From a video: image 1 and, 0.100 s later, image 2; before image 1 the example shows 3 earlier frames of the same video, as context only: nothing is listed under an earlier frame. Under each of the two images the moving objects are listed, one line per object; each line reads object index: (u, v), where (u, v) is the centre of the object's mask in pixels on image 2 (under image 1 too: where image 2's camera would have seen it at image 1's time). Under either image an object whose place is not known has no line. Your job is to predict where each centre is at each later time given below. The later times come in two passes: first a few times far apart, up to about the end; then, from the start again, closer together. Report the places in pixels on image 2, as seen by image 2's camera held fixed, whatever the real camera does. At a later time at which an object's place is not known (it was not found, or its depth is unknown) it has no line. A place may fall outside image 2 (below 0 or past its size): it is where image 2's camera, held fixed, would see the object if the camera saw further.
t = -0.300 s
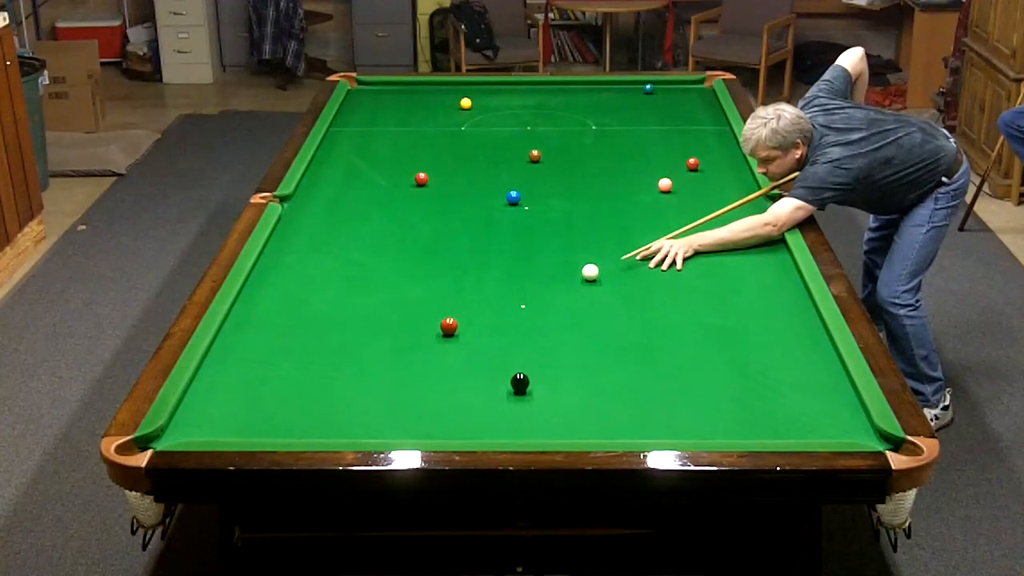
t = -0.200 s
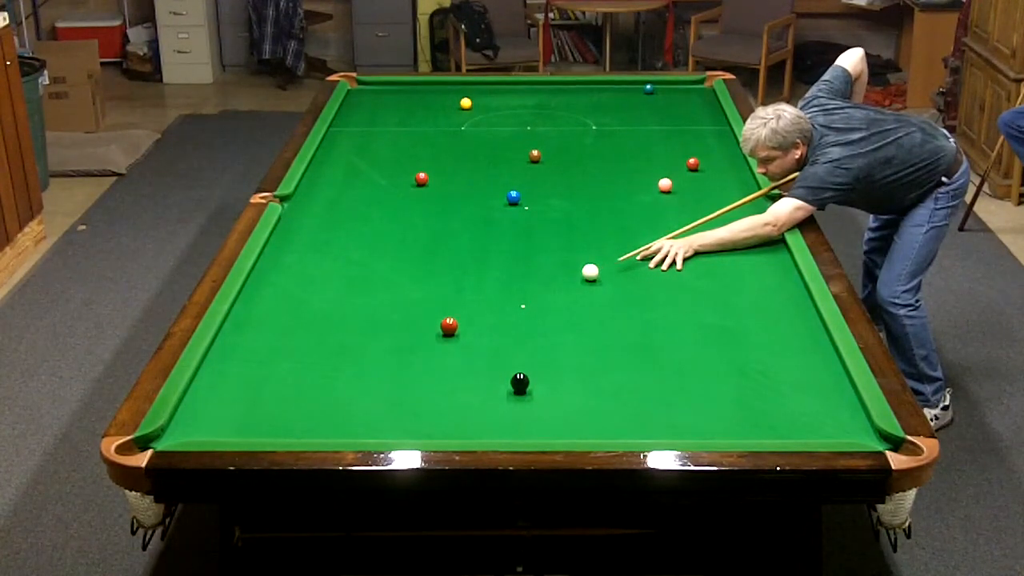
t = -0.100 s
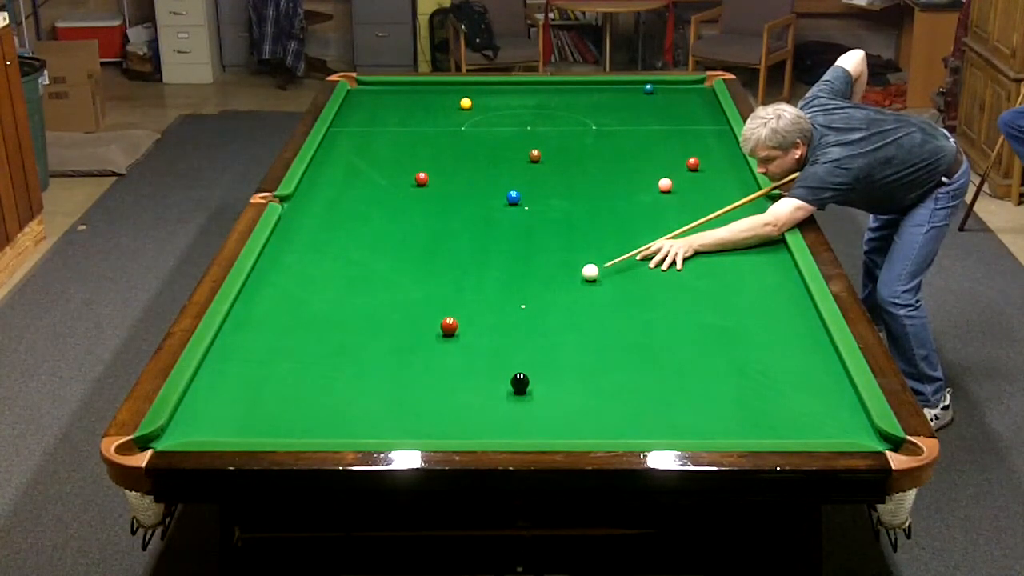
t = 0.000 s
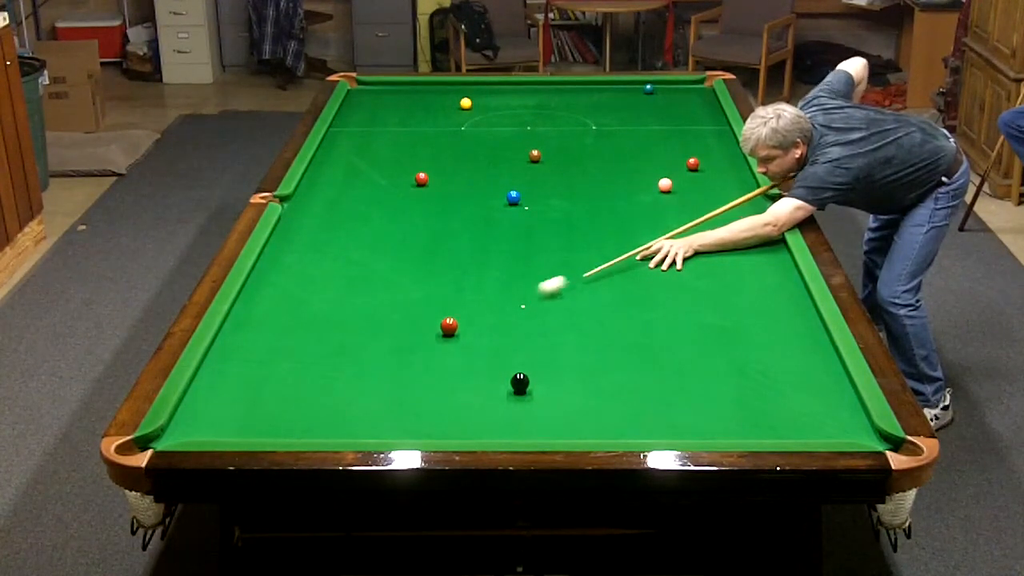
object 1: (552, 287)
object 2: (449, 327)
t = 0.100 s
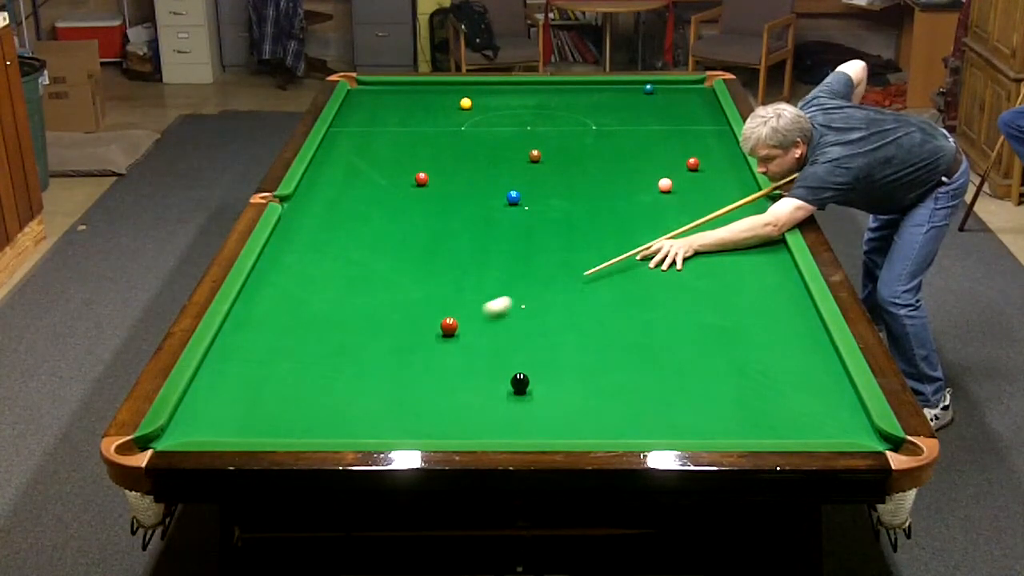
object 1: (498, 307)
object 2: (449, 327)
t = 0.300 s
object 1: (456, 321)
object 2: (388, 351)
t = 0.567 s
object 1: (445, 321)
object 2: (283, 394)
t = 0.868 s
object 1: (435, 322)
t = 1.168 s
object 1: (428, 323)
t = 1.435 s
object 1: (424, 322)
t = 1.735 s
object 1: (423, 323)
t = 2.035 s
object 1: (424, 323)
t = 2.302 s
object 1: (424, 322)
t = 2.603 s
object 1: (424, 322)
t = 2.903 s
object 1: (424, 322)
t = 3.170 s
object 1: (424, 322)
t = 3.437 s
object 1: (421, 324)
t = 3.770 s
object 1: (424, 323)
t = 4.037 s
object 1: (424, 323)
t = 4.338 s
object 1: (424, 323)
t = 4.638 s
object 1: (424, 323)
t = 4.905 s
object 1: (424, 323)
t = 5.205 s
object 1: (424, 323)
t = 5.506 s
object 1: (424, 323)
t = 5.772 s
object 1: (424, 322)
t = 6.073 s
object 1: (424, 322)
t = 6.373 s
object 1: (424, 322)
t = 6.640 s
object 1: (424, 322)
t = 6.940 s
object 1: (424, 322)
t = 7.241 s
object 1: (424, 322)
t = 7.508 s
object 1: (424, 322)
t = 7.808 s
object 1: (424, 322)
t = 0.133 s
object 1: (480, 313)
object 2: (449, 326)
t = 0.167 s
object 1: (465, 319)
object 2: (448, 326)
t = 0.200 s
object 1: (461, 320)
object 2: (433, 331)
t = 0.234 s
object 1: (459, 320)
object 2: (418, 338)
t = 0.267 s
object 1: (458, 321)
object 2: (403, 345)
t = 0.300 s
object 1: (456, 321)
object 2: (388, 351)
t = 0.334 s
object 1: (455, 321)
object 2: (373, 357)
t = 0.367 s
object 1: (453, 321)
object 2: (360, 362)
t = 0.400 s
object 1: (452, 321)
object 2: (347, 368)
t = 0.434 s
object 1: (450, 321)
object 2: (334, 373)
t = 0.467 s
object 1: (449, 321)
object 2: (321, 379)
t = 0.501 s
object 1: (447, 321)
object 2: (309, 384)
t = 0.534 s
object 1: (446, 321)
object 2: (296, 389)
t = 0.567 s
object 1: (445, 321)
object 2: (283, 394)
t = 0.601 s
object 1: (444, 321)
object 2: (270, 400)
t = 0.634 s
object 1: (442, 322)
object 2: (257, 405)
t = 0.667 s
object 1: (441, 322)
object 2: (243, 411)
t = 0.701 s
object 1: (440, 322)
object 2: (229, 417)
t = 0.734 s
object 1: (439, 322)
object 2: (216, 422)
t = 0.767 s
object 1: (438, 322)
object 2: (202, 428)
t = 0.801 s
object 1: (437, 322)
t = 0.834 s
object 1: (436, 322)
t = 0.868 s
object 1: (435, 322)
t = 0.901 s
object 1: (434, 322)
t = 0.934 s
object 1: (433, 322)
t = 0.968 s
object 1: (432, 322)
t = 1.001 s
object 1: (431, 322)
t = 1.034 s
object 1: (430, 322)
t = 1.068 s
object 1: (430, 322)
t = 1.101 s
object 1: (429, 322)
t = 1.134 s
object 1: (428, 322)
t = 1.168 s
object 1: (428, 323)
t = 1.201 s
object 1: (427, 322)
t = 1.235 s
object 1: (426, 322)
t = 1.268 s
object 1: (426, 323)
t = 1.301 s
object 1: (425, 323)
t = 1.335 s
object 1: (425, 323)
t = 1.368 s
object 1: (425, 323)
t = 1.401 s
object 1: (424, 322)
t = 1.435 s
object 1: (424, 322)
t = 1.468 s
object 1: (424, 323)
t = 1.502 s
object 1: (424, 323)
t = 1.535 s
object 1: (424, 323)
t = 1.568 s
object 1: (423, 323)
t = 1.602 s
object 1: (423, 323)
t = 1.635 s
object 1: (423, 323)
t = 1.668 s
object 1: (423, 323)
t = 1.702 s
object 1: (423, 323)
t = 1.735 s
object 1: (423, 323)
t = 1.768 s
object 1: (423, 323)
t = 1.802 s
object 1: (424, 322)
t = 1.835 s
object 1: (424, 323)
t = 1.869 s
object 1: (424, 323)
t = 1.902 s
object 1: (424, 323)
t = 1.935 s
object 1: (424, 323)
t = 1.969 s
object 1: (424, 323)
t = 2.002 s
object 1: (424, 323)
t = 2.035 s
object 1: (424, 323)
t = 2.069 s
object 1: (424, 323)
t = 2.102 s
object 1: (424, 322)
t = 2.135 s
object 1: (424, 322)
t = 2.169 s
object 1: (424, 322)
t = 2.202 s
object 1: (424, 322)
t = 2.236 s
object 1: (424, 322)
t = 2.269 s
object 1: (424, 322)
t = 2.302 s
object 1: (424, 322)
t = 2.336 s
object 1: (424, 322)
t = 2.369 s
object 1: (424, 322)
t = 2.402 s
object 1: (424, 322)
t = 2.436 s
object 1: (424, 322)
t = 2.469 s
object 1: (424, 322)
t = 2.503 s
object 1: (424, 322)
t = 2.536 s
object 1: (424, 322)
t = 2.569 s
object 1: (424, 322)
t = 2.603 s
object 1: (424, 322)
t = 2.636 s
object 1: (424, 322)
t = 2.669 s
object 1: (424, 322)
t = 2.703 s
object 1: (424, 322)
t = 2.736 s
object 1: (424, 322)
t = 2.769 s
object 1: (424, 322)
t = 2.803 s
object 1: (424, 322)
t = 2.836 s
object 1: (424, 322)
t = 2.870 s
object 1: (424, 322)
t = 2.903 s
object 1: (424, 322)
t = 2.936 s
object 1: (424, 322)
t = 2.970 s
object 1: (424, 322)
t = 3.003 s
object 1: (424, 322)
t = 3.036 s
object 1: (424, 322)
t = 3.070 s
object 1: (424, 322)
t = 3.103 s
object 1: (424, 323)
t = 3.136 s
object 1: (424, 322)
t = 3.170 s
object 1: (424, 322)
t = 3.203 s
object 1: (424, 323)
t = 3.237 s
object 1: (424, 323)
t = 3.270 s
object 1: (424, 322)
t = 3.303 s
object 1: (424, 323)
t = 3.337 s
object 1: (424, 323)
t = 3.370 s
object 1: (424, 322)
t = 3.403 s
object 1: (424, 323)
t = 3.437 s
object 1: (421, 324)
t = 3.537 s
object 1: (424, 317)
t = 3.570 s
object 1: (424, 319)
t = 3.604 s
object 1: (424, 320)
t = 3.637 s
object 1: (424, 323)
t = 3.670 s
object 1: (424, 323)
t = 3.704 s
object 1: (424, 323)
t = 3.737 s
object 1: (424, 323)
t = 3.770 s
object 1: (424, 323)
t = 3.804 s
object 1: (424, 323)
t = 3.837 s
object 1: (424, 323)
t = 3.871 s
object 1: (424, 323)
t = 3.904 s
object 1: (424, 323)
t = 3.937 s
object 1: (424, 323)
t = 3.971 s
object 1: (424, 323)
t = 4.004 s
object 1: (424, 323)
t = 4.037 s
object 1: (424, 323)
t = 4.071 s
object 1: (424, 323)
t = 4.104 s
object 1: (424, 323)
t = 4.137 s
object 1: (424, 323)
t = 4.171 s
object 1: (424, 323)
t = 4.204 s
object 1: (424, 323)
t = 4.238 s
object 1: (424, 323)
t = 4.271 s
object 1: (424, 323)
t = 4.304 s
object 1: (424, 323)
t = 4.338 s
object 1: (424, 323)
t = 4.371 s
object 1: (424, 323)
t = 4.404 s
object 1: (424, 323)
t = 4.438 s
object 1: (424, 323)
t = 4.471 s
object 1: (424, 323)
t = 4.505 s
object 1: (424, 323)
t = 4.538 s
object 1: (424, 323)
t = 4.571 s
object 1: (424, 323)
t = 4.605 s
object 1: (424, 323)
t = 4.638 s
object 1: (424, 323)
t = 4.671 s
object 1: (424, 323)
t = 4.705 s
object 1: (424, 323)
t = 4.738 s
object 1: (424, 323)
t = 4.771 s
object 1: (424, 323)
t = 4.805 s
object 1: (424, 323)
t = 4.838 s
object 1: (424, 323)
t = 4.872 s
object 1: (424, 323)
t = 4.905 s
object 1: (424, 323)
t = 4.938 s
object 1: (424, 323)
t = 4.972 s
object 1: (424, 323)
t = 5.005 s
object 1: (424, 323)
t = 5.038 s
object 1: (424, 323)
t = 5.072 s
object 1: (424, 323)
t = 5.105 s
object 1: (424, 323)
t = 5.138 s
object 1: (424, 323)
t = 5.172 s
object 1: (424, 323)
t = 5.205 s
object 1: (424, 323)
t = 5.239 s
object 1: (424, 323)
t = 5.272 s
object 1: (424, 323)
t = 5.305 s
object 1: (424, 323)
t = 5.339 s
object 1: (424, 323)
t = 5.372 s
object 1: (424, 323)
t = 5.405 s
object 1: (424, 323)
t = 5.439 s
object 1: (424, 323)
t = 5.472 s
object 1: (424, 323)
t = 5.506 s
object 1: (424, 323)
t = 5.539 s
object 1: (424, 323)
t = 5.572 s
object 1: (424, 323)
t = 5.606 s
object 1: (424, 323)
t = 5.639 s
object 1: (424, 323)
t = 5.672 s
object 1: (424, 323)
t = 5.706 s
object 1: (424, 323)
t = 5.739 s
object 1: (424, 322)
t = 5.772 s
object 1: (424, 322)
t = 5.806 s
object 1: (424, 322)
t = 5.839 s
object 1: (424, 322)
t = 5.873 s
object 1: (424, 322)
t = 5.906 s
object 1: (424, 322)
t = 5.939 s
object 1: (424, 322)
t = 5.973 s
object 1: (424, 322)
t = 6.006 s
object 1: (424, 322)
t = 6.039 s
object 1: (424, 322)
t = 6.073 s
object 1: (424, 322)
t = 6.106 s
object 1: (424, 322)
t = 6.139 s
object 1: (424, 322)
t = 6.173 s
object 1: (424, 322)
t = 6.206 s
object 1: (424, 322)
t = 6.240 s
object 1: (424, 322)
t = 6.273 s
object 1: (424, 322)
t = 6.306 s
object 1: (424, 322)
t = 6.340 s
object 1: (424, 323)
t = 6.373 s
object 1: (424, 322)
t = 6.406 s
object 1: (424, 322)
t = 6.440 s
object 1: (424, 322)
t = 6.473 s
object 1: (424, 322)
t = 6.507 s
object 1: (424, 322)
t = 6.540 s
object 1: (424, 322)
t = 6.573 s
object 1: (424, 322)
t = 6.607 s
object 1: (424, 322)
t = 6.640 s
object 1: (424, 322)
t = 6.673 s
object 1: (424, 322)
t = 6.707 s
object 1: (424, 322)
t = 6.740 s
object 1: (424, 322)
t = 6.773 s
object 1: (424, 322)
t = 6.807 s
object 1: (424, 322)
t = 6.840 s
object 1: (424, 322)
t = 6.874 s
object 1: (424, 322)
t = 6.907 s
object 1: (424, 322)
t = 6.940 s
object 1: (424, 322)
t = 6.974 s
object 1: (424, 322)
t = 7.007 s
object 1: (424, 322)
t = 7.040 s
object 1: (424, 322)
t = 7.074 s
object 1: (424, 322)
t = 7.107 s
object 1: (424, 322)
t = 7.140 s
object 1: (424, 322)
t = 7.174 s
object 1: (424, 322)
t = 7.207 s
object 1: (424, 322)
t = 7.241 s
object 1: (424, 322)
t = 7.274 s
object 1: (424, 322)
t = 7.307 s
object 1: (424, 322)
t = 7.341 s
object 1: (424, 322)
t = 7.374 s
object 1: (424, 322)
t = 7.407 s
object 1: (424, 322)
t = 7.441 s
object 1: (424, 322)
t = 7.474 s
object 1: (424, 322)
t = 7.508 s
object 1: (424, 322)
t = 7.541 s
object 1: (424, 322)
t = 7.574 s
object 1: (424, 322)
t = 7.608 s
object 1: (424, 322)
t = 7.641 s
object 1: (424, 322)
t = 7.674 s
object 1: (424, 322)
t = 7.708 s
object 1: (424, 322)
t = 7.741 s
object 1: (424, 322)
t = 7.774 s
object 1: (424, 322)
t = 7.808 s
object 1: (424, 322)
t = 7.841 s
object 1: (424, 322)
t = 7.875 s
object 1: (424, 322)
